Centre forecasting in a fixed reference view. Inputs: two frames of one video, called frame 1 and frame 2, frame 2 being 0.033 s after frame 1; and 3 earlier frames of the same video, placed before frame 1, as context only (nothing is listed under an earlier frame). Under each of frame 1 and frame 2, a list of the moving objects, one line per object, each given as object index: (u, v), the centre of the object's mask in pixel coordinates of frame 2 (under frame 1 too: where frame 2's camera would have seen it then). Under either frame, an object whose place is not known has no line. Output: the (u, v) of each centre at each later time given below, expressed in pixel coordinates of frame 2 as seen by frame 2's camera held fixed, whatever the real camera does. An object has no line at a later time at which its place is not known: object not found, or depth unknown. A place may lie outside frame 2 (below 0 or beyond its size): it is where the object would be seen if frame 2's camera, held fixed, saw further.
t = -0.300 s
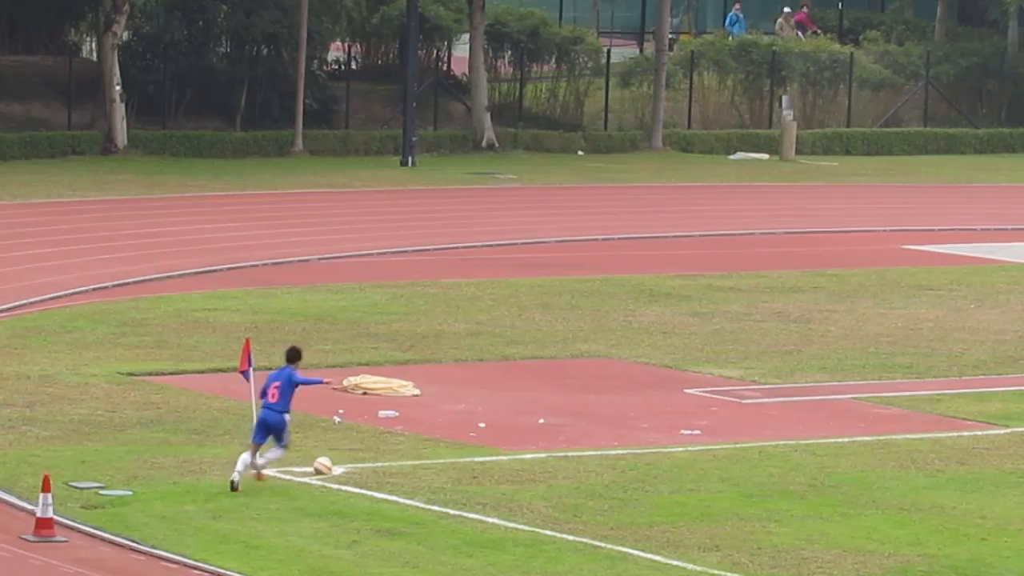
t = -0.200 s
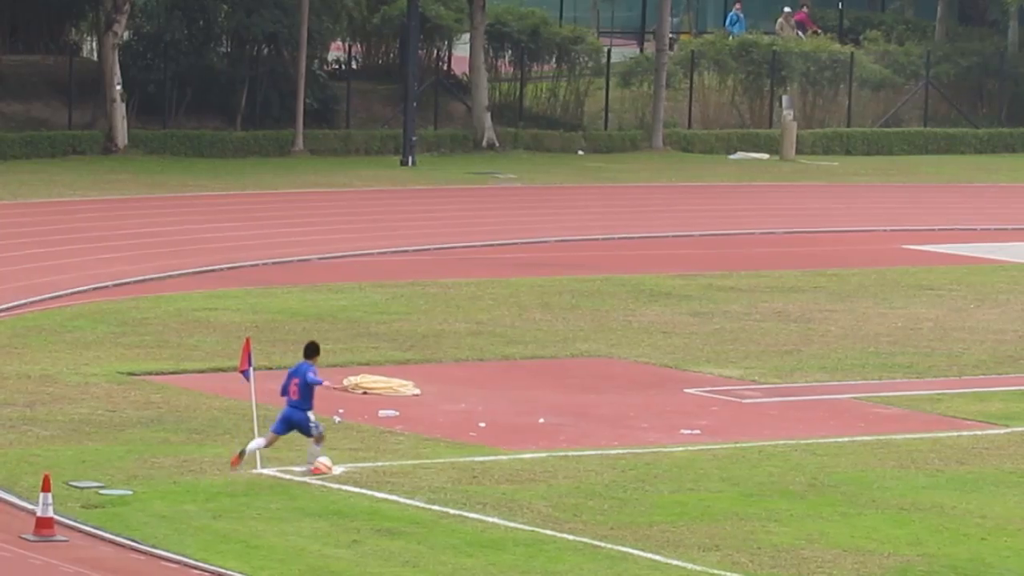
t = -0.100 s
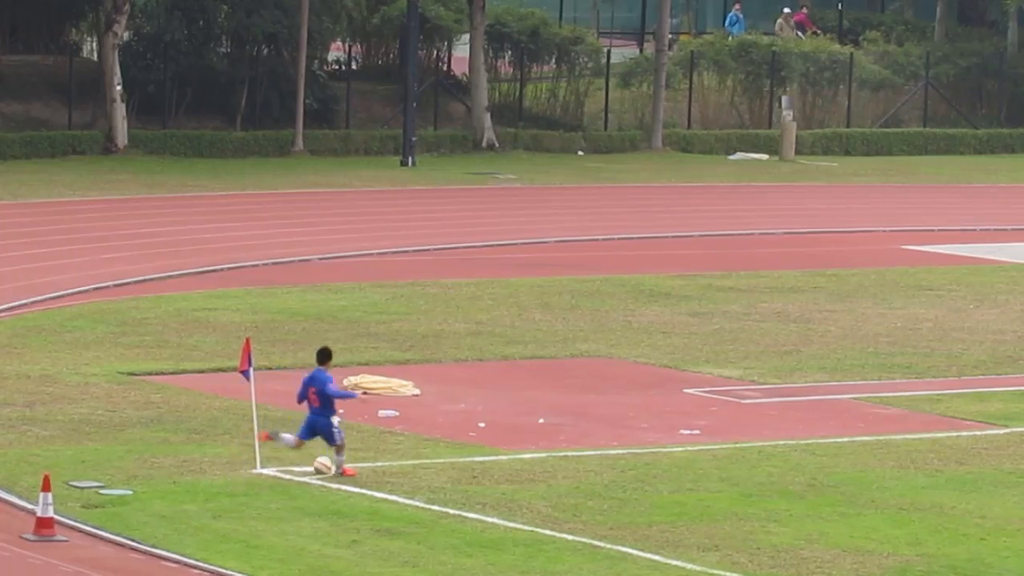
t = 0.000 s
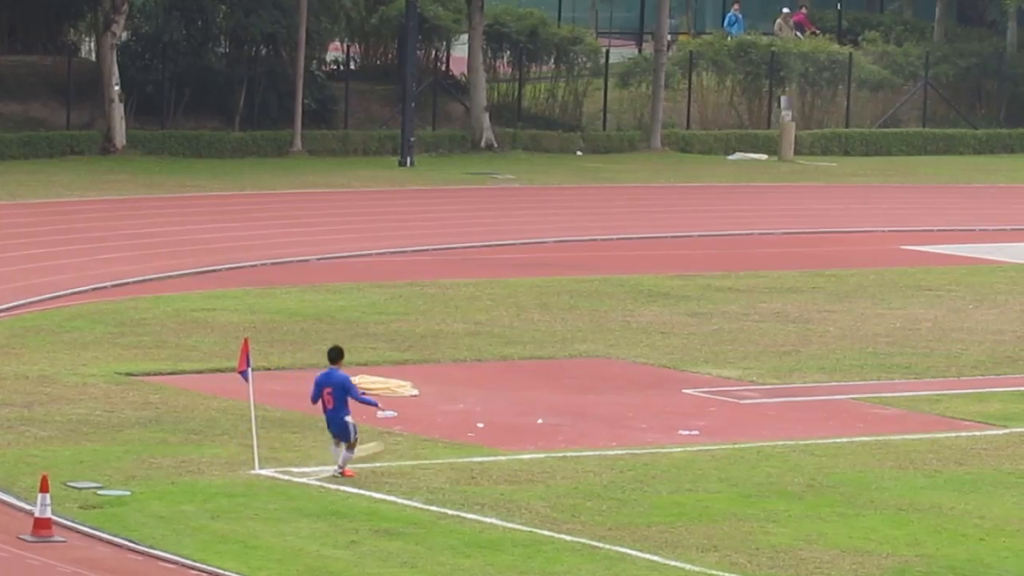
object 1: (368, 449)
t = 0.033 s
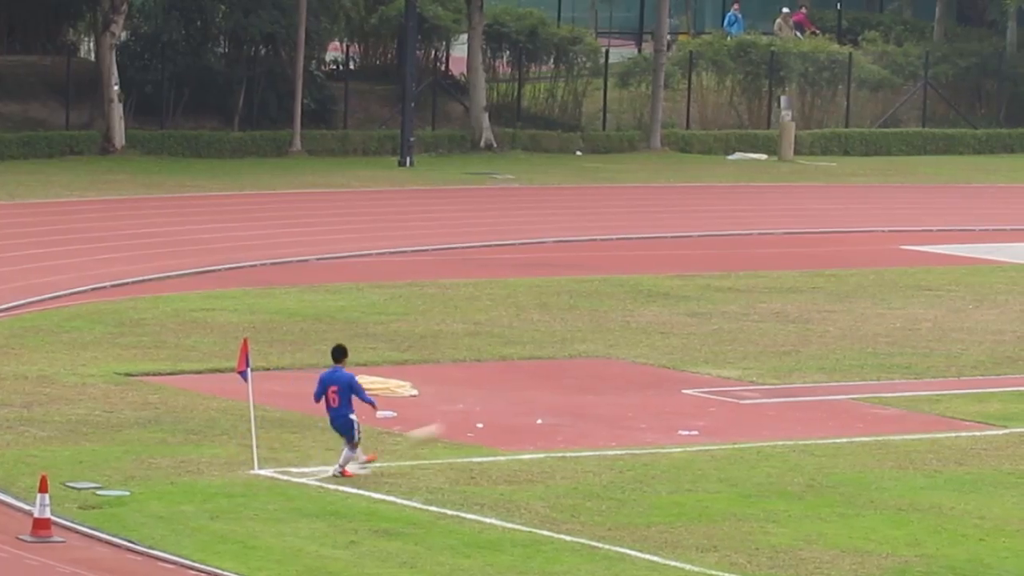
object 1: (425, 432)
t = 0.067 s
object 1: (486, 416)
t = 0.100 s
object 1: (543, 398)
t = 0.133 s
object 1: (600, 382)
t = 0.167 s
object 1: (657, 366)
